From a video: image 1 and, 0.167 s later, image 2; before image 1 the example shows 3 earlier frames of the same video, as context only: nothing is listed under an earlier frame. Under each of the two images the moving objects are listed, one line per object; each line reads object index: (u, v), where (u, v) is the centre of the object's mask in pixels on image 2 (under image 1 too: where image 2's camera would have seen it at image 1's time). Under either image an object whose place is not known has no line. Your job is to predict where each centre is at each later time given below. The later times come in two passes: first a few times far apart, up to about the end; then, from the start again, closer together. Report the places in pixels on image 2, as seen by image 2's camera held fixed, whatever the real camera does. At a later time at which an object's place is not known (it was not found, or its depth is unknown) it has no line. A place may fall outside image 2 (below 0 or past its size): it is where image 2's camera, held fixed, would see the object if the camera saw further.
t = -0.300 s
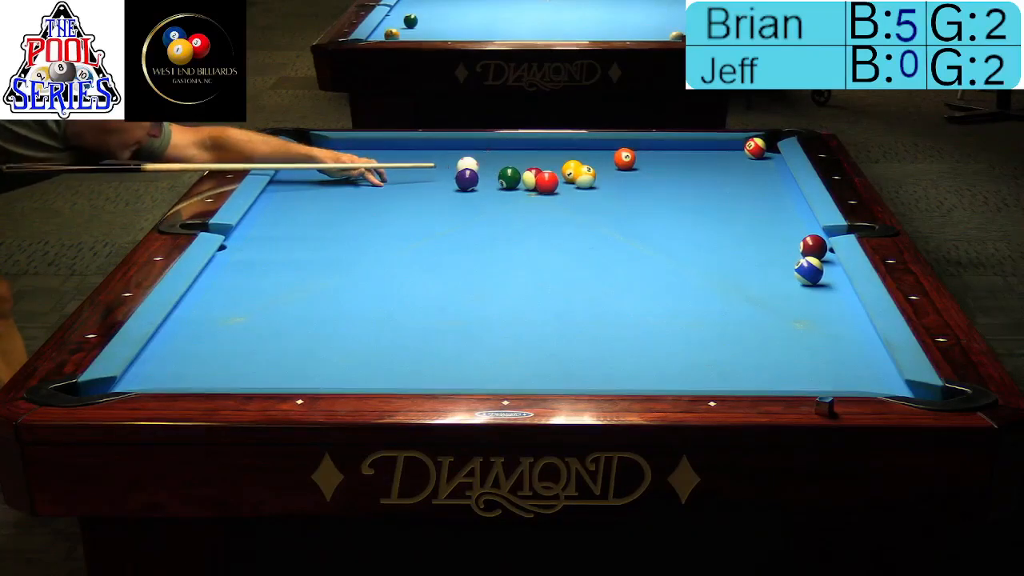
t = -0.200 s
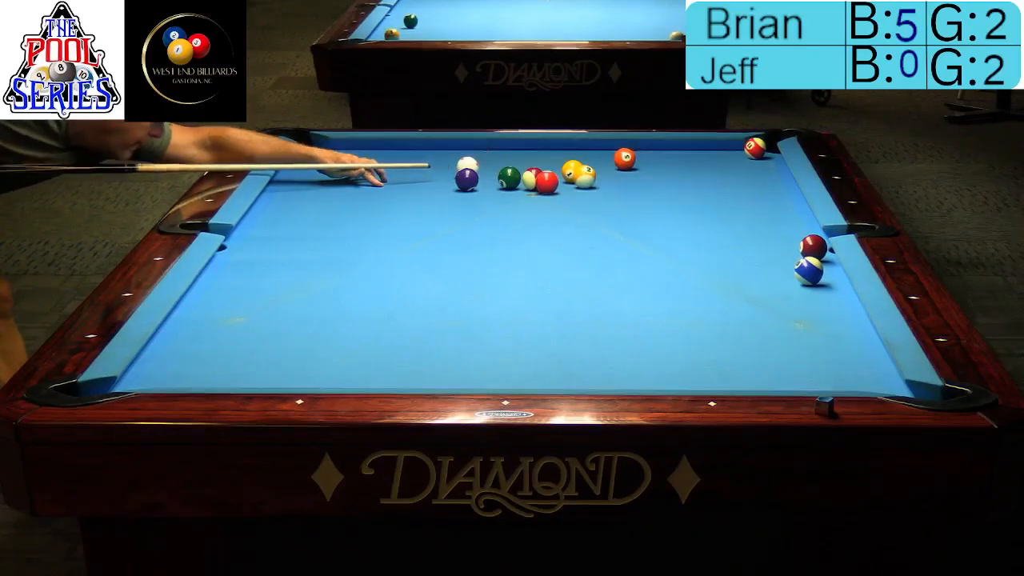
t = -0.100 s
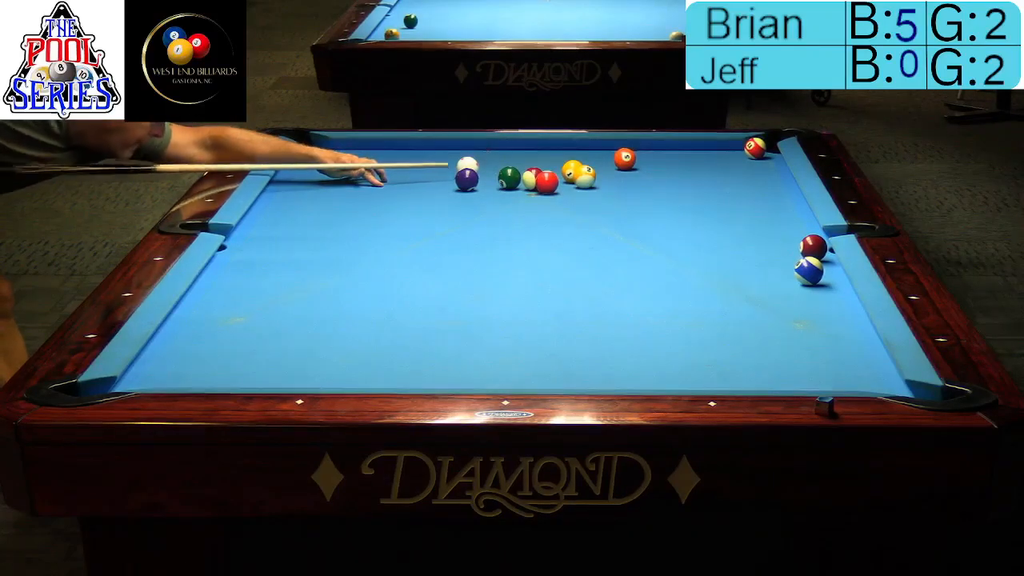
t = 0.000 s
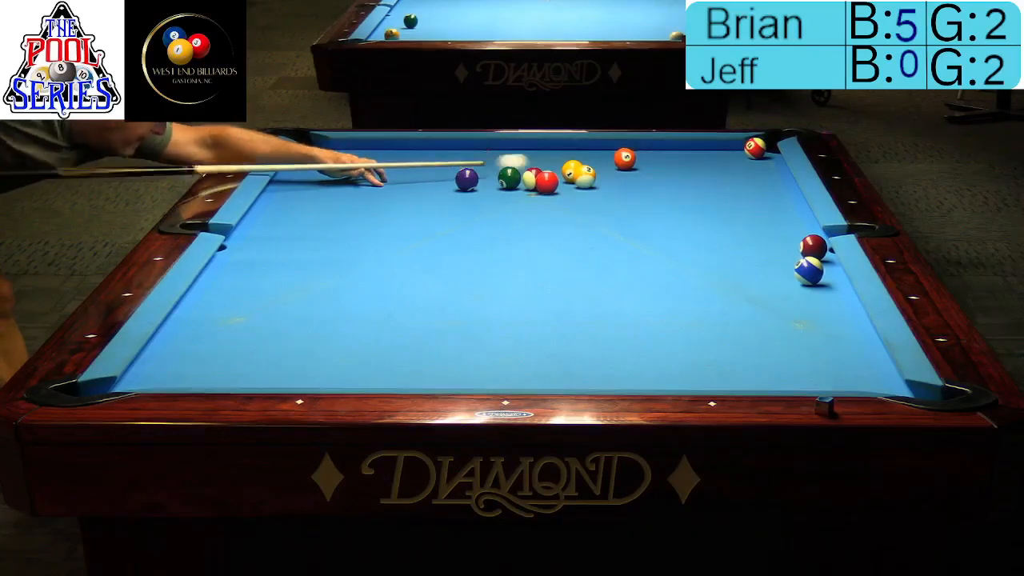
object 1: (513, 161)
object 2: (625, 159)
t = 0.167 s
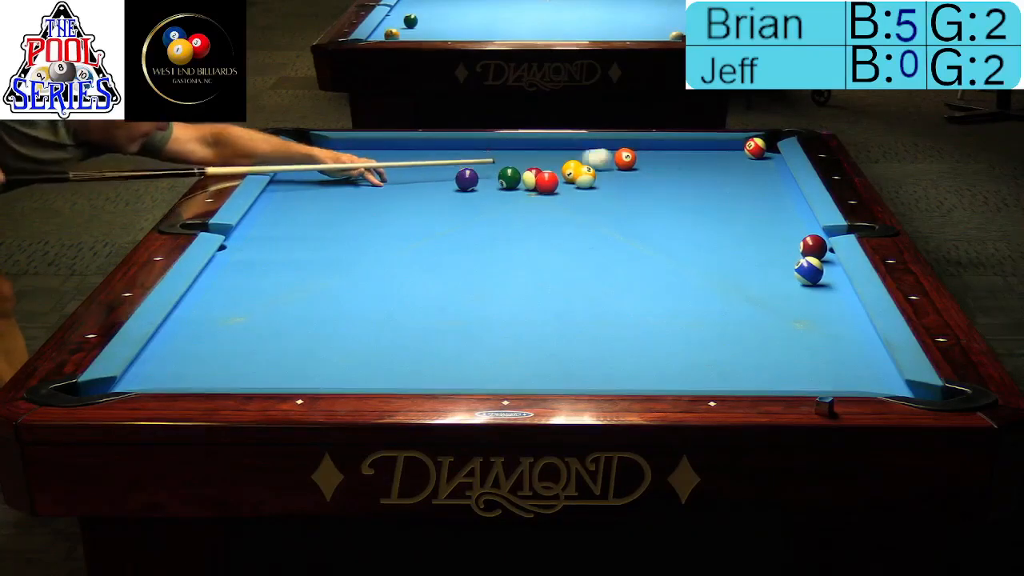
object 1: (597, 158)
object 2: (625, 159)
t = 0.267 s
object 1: (606, 157)
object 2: (663, 157)
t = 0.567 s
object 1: (637, 150)
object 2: (760, 156)
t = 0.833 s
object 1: (662, 144)
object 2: (725, 155)
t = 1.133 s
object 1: (685, 145)
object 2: (668, 154)
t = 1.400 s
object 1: (701, 149)
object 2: (620, 153)
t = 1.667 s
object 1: (717, 152)
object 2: (576, 151)
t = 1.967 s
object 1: (733, 155)
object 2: (529, 151)
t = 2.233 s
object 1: (746, 158)
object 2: (490, 150)
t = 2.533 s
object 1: (760, 160)
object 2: (449, 149)
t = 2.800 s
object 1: (769, 162)
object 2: (417, 148)
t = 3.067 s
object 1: (773, 164)
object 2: (387, 148)
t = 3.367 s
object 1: (770, 164)
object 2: (355, 147)
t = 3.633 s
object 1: (769, 164)
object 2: (330, 147)
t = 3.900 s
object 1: (769, 164)
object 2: (307, 146)
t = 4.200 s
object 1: (769, 164)
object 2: (321, 145)
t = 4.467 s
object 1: (769, 164)
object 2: (332, 145)
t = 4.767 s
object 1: (769, 164)
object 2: (343, 145)
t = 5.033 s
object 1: (769, 164)
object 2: (350, 144)
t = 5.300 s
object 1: (769, 164)
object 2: (355, 144)
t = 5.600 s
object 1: (769, 164)
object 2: (358, 145)
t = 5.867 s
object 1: (769, 165)
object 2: (358, 145)
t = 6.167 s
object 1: (769, 164)
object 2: (357, 145)
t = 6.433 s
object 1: (769, 165)
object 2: (358, 145)
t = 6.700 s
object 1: (769, 165)
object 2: (358, 144)
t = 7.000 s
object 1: (769, 165)
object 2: (358, 144)
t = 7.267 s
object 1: (769, 165)
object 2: (357, 144)
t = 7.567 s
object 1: (769, 165)
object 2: (358, 144)
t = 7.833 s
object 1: (769, 165)
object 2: (357, 144)
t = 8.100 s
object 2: (357, 144)
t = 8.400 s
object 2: (357, 145)
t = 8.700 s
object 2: (357, 145)
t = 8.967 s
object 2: (357, 145)
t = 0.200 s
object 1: (603, 158)
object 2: (635, 157)
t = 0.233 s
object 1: (603, 158)
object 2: (650, 157)
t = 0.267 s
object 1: (606, 157)
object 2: (663, 157)
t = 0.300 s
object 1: (609, 156)
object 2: (674, 157)
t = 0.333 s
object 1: (613, 155)
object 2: (685, 157)
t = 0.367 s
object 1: (616, 155)
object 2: (696, 157)
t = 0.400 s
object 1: (620, 154)
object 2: (706, 157)
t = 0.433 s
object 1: (623, 153)
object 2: (718, 157)
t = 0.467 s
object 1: (626, 152)
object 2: (727, 157)
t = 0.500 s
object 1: (630, 151)
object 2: (737, 157)
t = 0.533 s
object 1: (634, 151)
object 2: (748, 157)
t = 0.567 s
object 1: (637, 150)
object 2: (760, 156)
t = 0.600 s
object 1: (640, 149)
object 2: (769, 156)
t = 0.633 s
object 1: (644, 148)
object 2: (767, 156)
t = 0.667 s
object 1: (647, 147)
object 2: (758, 156)
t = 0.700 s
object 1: (650, 147)
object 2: (751, 156)
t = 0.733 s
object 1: (653, 146)
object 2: (743, 156)
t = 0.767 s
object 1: (656, 145)
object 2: (737, 156)
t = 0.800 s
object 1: (659, 145)
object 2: (731, 155)
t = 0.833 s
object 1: (662, 144)
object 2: (725, 155)
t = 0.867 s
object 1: (665, 143)
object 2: (718, 155)
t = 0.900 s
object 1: (668, 143)
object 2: (712, 155)
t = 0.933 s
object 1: (670, 143)
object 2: (705, 154)
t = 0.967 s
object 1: (673, 143)
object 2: (700, 154)
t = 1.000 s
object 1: (674, 144)
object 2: (694, 154)
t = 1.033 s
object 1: (676, 143)
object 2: (687, 154)
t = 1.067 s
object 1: (679, 140)
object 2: (681, 154)
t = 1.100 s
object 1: (683, 142)
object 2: (674, 154)
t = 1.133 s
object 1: (685, 145)
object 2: (668, 154)
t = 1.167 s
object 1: (686, 146)
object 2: (662, 154)
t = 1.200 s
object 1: (688, 147)
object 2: (656, 154)
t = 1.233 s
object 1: (690, 147)
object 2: (650, 153)
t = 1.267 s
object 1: (693, 147)
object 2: (644, 153)
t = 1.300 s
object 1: (695, 148)
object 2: (638, 153)
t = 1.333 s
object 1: (697, 148)
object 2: (632, 153)
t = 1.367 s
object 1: (699, 149)
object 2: (626, 153)
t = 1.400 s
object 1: (701, 149)
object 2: (620, 153)
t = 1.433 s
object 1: (703, 150)
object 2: (615, 153)
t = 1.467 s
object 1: (705, 150)
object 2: (609, 153)
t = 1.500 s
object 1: (707, 150)
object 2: (603, 152)
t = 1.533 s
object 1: (709, 151)
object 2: (598, 152)
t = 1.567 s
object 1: (712, 151)
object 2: (592, 152)
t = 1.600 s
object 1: (713, 152)
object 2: (587, 152)
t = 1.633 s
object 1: (715, 152)
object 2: (581, 152)
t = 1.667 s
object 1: (717, 152)
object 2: (576, 151)
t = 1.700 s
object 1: (719, 152)
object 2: (570, 150)
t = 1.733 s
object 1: (721, 153)
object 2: (565, 151)
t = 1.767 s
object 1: (723, 153)
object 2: (560, 152)
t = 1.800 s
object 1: (725, 153)
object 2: (555, 151)
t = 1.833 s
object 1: (727, 154)
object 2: (549, 151)
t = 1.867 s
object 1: (728, 154)
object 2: (544, 151)
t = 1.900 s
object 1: (730, 155)
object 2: (539, 151)
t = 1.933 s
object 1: (732, 155)
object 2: (534, 151)
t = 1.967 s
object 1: (733, 155)
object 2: (529, 151)
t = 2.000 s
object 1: (735, 156)
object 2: (523, 151)
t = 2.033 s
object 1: (737, 156)
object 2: (518, 151)
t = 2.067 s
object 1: (738, 156)
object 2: (514, 151)
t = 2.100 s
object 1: (740, 157)
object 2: (509, 150)
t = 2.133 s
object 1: (742, 157)
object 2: (504, 150)
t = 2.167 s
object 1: (744, 158)
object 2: (499, 150)
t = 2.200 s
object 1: (745, 158)
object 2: (495, 150)
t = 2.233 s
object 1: (746, 158)
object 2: (490, 150)
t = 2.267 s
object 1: (748, 158)
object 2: (485, 150)
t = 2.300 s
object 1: (749, 158)
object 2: (481, 150)
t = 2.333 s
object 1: (751, 159)
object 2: (477, 150)
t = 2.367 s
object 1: (753, 159)
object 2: (472, 150)
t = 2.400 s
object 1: (754, 159)
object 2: (467, 149)
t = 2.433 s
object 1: (756, 159)
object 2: (463, 149)
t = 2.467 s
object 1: (757, 160)
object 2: (458, 150)
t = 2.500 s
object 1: (758, 160)
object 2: (454, 149)
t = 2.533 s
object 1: (760, 160)
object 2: (449, 149)
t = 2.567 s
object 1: (761, 160)
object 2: (446, 149)
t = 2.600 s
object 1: (763, 161)
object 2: (441, 149)
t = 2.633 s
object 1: (764, 161)
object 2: (437, 149)
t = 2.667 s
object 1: (765, 161)
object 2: (433, 149)
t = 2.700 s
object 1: (766, 161)
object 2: (429, 148)
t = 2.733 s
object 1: (767, 162)
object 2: (425, 148)
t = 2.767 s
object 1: (769, 162)
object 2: (421, 149)
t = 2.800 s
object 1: (769, 162)
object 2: (417, 148)
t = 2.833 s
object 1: (771, 163)
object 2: (413, 148)
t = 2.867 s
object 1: (771, 163)
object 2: (409, 148)
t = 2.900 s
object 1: (772, 163)
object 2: (405, 148)
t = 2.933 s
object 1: (774, 163)
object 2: (401, 148)
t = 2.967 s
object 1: (774, 163)
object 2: (397, 148)
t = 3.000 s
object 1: (774, 163)
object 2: (394, 148)
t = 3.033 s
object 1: (773, 164)
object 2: (390, 148)
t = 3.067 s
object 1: (773, 164)
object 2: (387, 148)
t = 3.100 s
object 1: (773, 164)
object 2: (383, 147)
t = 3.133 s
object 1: (772, 164)
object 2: (379, 147)
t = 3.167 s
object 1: (772, 164)
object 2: (375, 147)
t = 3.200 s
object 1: (772, 164)
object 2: (372, 147)
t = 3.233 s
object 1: (771, 164)
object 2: (369, 147)
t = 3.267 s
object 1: (771, 164)
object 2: (365, 147)
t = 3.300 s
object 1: (771, 164)
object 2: (362, 147)
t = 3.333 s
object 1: (771, 164)
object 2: (359, 147)
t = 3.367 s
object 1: (770, 164)
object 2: (355, 147)
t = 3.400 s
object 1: (770, 164)
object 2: (352, 147)
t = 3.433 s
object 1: (770, 164)
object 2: (349, 147)
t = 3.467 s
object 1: (770, 164)
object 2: (345, 147)
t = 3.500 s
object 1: (770, 164)
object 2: (343, 147)
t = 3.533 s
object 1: (769, 164)
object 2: (339, 147)
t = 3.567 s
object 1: (769, 164)
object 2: (336, 146)
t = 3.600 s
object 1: (769, 164)
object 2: (333, 147)
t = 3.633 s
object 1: (769, 164)
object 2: (330, 147)
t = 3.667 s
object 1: (769, 164)
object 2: (327, 147)
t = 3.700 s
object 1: (769, 164)
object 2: (324, 147)
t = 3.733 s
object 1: (769, 164)
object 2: (321, 146)
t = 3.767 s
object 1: (769, 164)
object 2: (318, 146)
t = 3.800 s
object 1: (769, 164)
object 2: (315, 146)
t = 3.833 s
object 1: (769, 164)
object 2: (313, 146)
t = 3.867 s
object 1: (769, 164)
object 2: (310, 146)
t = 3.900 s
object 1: (769, 164)
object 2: (307, 146)
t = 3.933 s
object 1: (769, 164)
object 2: (307, 146)
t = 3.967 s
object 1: (769, 164)
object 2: (309, 146)
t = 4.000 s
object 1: (769, 164)
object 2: (311, 146)
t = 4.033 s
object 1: (769, 164)
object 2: (313, 145)
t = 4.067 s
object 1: (769, 164)
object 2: (314, 146)
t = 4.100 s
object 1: (769, 164)
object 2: (316, 146)
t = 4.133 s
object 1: (769, 164)
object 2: (318, 146)
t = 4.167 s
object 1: (769, 164)
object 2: (319, 146)
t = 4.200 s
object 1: (769, 164)
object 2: (321, 145)
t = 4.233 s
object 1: (769, 164)
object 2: (322, 146)
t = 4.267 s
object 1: (769, 164)
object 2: (324, 146)
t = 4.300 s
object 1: (769, 164)
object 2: (325, 145)
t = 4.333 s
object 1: (769, 164)
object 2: (327, 145)
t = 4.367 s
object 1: (769, 164)
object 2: (328, 145)
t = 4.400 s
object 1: (769, 164)
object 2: (330, 145)
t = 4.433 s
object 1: (769, 164)
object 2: (331, 145)
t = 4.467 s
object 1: (769, 164)
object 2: (332, 145)
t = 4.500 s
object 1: (769, 164)
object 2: (333, 145)
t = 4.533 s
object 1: (769, 164)
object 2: (335, 145)
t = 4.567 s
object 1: (769, 164)
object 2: (336, 145)
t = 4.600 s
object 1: (769, 164)
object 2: (337, 145)
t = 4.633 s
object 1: (769, 164)
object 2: (339, 145)
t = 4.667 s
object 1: (769, 164)
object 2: (339, 145)
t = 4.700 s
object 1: (769, 164)
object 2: (341, 145)
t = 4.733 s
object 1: (769, 164)
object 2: (342, 145)
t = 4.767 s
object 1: (769, 164)
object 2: (343, 145)
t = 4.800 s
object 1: (769, 164)
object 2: (344, 145)
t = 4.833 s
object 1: (769, 164)
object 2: (344, 145)
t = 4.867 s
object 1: (769, 164)
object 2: (346, 145)
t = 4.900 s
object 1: (769, 164)
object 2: (347, 145)
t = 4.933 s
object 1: (769, 164)
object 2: (347, 145)
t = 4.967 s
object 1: (769, 164)
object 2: (348, 145)
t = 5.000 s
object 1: (769, 164)
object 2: (349, 145)
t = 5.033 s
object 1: (769, 164)
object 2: (350, 144)
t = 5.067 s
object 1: (769, 164)
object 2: (351, 145)
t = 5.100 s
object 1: (769, 164)
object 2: (351, 145)
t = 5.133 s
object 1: (769, 164)
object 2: (352, 145)
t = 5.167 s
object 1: (769, 164)
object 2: (352, 145)
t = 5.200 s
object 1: (769, 164)
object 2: (353, 145)
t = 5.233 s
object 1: (769, 164)
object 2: (354, 144)
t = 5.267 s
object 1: (769, 164)
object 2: (354, 145)
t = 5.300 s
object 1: (769, 164)
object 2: (355, 144)
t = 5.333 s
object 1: (769, 164)
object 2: (355, 144)
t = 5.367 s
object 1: (769, 164)
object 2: (356, 145)
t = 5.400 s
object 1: (769, 164)
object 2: (356, 145)
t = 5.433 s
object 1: (769, 164)
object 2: (357, 145)
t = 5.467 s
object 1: (769, 164)
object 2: (357, 144)
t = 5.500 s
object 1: (769, 164)
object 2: (357, 145)
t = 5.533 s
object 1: (769, 164)
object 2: (357, 145)
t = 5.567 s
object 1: (769, 164)
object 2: (358, 145)
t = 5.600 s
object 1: (769, 164)
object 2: (358, 145)
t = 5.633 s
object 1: (769, 164)
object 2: (358, 145)
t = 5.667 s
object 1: (769, 164)
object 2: (358, 145)
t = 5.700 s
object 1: (769, 164)
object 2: (358, 145)
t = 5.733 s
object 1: (769, 164)
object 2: (358, 145)
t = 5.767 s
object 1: (769, 164)
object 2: (358, 145)
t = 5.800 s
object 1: (769, 164)
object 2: (358, 145)
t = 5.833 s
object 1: (769, 164)
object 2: (358, 145)
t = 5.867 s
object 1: (769, 165)
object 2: (358, 145)
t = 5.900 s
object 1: (769, 164)
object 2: (358, 145)
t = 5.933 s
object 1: (769, 164)
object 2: (358, 145)
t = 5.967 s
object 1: (769, 164)
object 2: (358, 145)
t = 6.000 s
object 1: (769, 164)
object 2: (358, 145)
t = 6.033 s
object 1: (769, 164)
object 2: (358, 145)
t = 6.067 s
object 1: (769, 164)
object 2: (358, 145)
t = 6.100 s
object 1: (769, 164)
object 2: (357, 145)
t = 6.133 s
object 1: (769, 164)
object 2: (357, 145)
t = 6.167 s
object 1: (769, 164)
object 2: (357, 145)
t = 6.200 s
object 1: (769, 164)
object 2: (357, 145)
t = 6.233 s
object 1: (769, 165)
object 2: (358, 145)
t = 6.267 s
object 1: (769, 165)
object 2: (358, 145)
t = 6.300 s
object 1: (769, 165)
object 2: (358, 145)
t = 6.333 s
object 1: (769, 165)
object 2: (358, 145)
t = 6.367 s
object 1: (769, 165)
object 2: (357, 145)
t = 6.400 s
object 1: (769, 165)
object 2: (357, 145)
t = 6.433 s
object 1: (769, 165)
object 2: (358, 145)
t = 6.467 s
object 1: (769, 165)
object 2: (358, 145)
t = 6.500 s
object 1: (769, 165)
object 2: (358, 144)
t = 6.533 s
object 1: (769, 165)
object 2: (358, 145)
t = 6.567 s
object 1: (769, 165)
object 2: (358, 145)
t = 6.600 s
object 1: (769, 165)
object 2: (358, 145)
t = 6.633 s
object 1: (769, 165)
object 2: (358, 145)
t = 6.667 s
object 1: (769, 165)
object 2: (358, 144)
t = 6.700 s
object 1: (769, 165)
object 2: (358, 144)
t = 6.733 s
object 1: (769, 165)
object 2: (358, 144)
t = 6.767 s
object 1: (769, 165)
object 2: (358, 145)
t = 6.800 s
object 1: (769, 165)
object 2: (358, 145)
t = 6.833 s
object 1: (769, 165)
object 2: (358, 145)
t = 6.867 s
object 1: (769, 165)
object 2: (357, 145)
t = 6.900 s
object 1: (769, 165)
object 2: (357, 145)
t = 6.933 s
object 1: (769, 165)
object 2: (358, 145)
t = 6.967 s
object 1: (769, 165)
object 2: (358, 144)
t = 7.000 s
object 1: (769, 165)
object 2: (358, 144)
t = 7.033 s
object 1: (769, 165)
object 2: (358, 145)
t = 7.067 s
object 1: (769, 165)
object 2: (357, 145)
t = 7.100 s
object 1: (769, 165)
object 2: (358, 145)
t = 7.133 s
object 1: (769, 165)
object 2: (358, 144)
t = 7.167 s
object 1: (769, 165)
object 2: (357, 144)
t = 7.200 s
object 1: (769, 164)
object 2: (357, 145)
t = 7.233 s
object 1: (769, 164)
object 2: (357, 145)
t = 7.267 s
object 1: (769, 165)
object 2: (357, 144)
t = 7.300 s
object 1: (769, 165)
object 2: (357, 144)
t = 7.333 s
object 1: (769, 165)
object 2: (357, 145)
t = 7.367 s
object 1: (769, 165)
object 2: (357, 145)
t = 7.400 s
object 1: (769, 164)
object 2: (357, 145)
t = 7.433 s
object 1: (769, 165)
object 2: (357, 145)
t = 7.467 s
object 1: (769, 165)
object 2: (357, 145)
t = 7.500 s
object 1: (769, 164)
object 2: (357, 145)
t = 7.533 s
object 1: (769, 164)
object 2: (358, 144)
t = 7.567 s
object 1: (769, 165)
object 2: (358, 144)
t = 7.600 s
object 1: (769, 165)
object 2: (358, 144)
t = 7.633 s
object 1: (769, 165)
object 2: (357, 145)
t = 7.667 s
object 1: (769, 165)
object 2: (357, 145)
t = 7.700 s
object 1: (769, 165)
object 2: (357, 145)
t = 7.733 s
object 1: (769, 165)
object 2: (357, 145)
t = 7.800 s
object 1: (769, 165)
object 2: (358, 144)
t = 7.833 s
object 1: (769, 165)
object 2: (357, 144)
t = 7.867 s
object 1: (769, 165)
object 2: (357, 145)
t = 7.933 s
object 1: (769, 164)
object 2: (357, 145)
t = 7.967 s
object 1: (769, 165)
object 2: (357, 145)
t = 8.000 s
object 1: (769, 165)
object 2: (357, 145)
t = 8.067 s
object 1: (769, 165)
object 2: (357, 144)
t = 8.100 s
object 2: (357, 144)
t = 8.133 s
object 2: (357, 145)
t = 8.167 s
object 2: (357, 145)
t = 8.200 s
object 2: (357, 145)
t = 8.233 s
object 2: (357, 145)
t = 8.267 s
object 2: (357, 145)
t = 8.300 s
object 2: (357, 145)
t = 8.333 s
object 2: (357, 145)
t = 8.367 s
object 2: (357, 145)
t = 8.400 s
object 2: (357, 145)
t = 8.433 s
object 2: (357, 145)
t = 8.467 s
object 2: (357, 145)
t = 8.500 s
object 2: (358, 145)
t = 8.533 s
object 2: (358, 145)
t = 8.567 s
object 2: (358, 145)
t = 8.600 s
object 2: (358, 145)
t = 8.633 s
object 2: (358, 145)
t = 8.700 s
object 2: (357, 145)
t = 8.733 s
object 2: (357, 145)
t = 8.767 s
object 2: (357, 145)
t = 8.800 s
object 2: (357, 145)
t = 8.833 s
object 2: (357, 145)
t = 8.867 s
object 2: (357, 145)
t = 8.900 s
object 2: (357, 145)
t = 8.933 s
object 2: (357, 145)
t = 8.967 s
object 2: (357, 145)
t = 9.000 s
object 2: (357, 145)
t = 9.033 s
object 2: (358, 145)
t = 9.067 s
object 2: (357, 145)
